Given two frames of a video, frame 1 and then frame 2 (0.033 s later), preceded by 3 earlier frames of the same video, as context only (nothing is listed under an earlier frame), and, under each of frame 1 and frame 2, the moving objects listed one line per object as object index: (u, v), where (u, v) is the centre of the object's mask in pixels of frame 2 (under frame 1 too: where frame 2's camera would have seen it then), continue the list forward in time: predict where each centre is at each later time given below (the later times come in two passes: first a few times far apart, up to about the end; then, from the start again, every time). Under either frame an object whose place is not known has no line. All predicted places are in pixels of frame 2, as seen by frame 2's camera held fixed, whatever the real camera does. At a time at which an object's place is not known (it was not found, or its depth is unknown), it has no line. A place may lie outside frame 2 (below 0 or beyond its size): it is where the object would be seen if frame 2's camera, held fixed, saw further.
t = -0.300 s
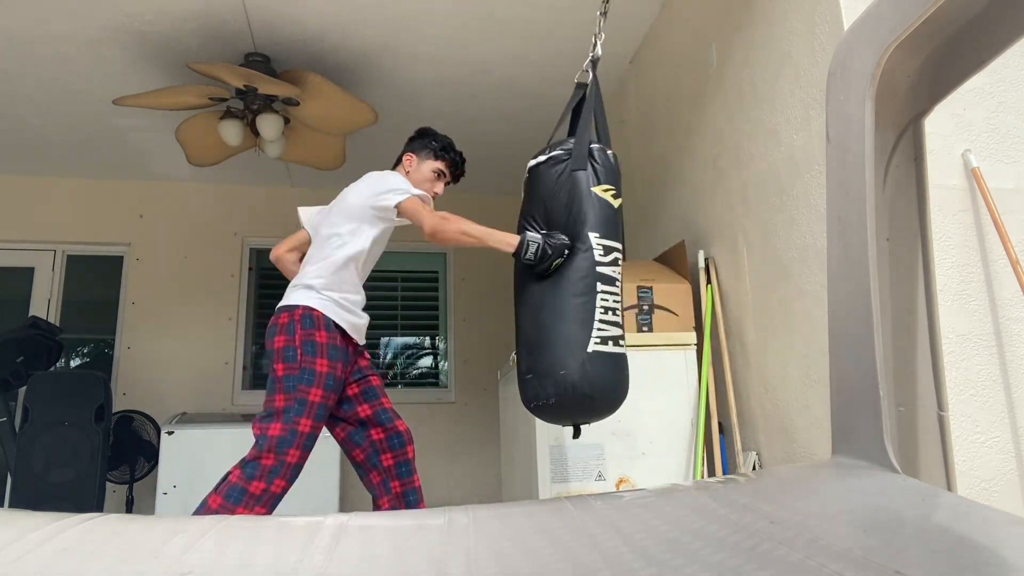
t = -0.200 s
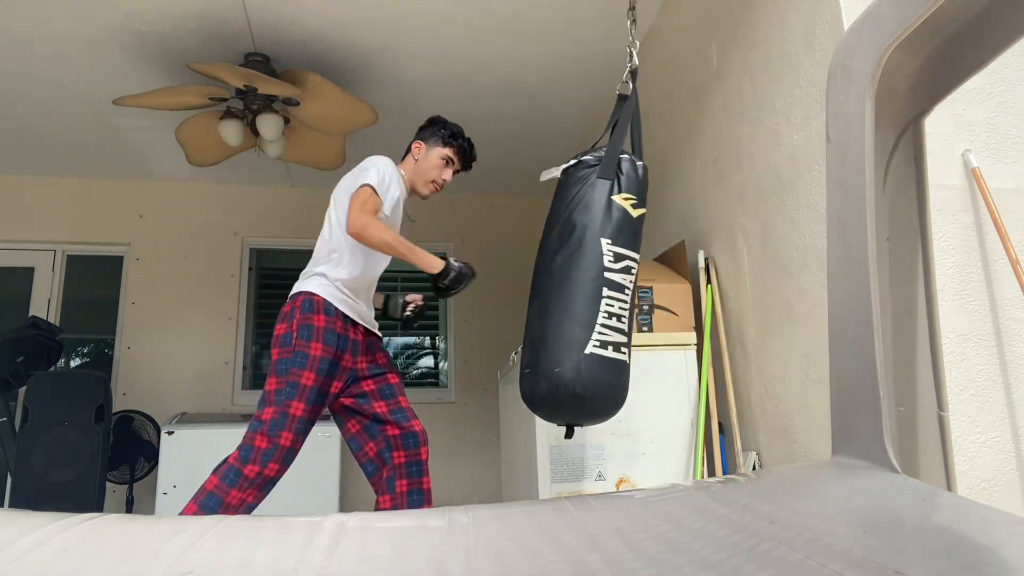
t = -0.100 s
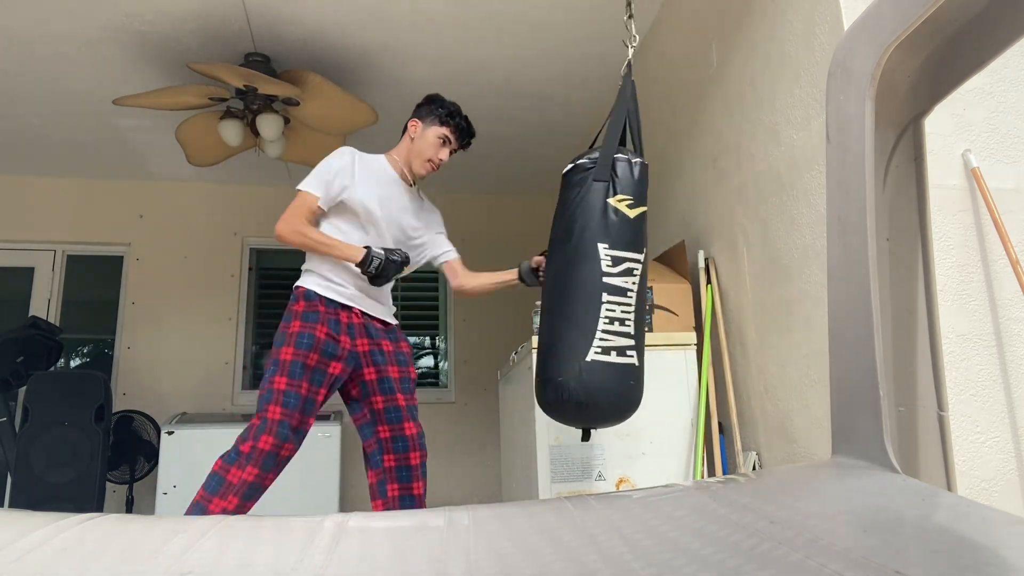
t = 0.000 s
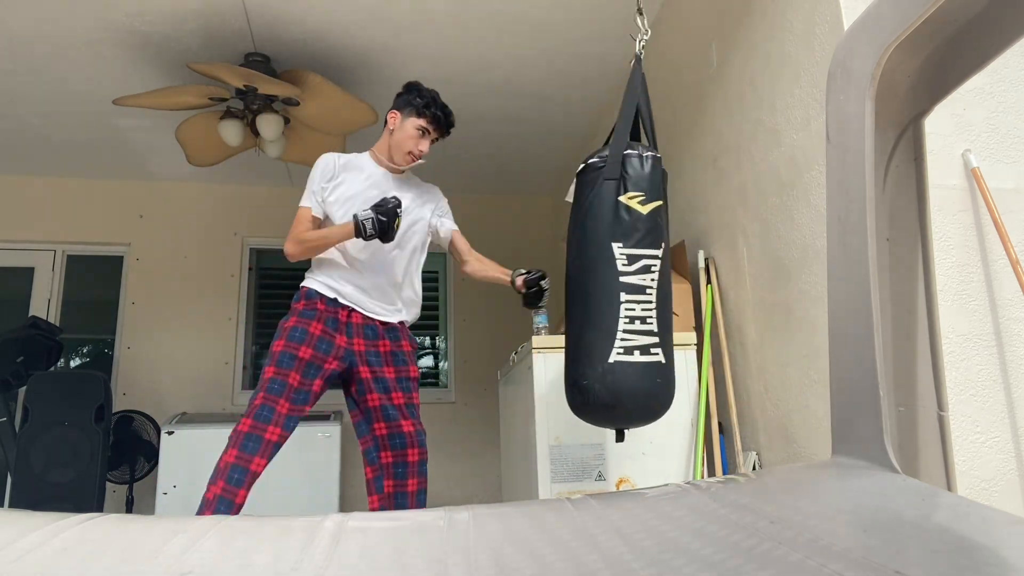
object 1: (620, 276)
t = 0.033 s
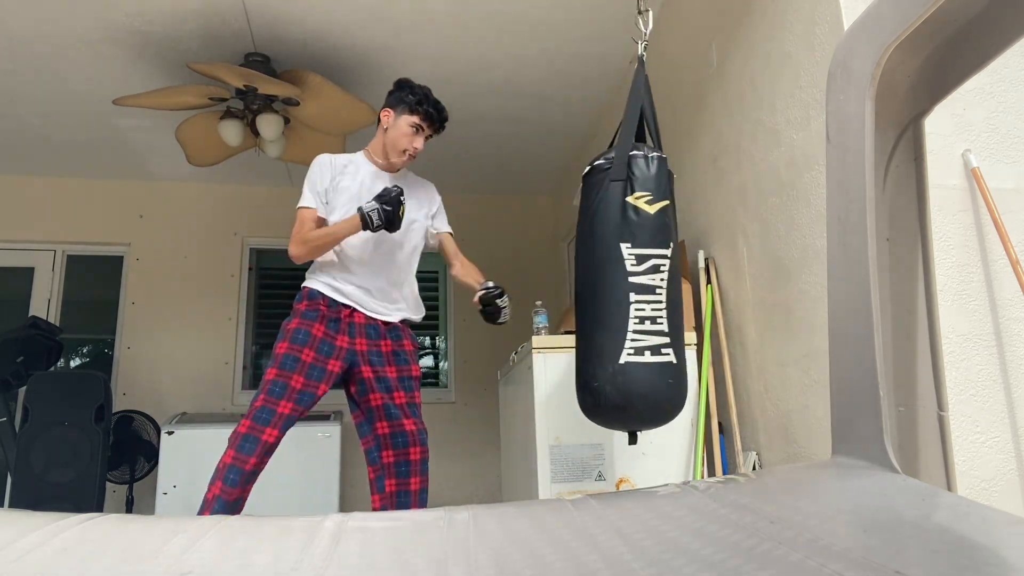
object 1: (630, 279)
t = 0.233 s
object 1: (692, 282)
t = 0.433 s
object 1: (751, 262)
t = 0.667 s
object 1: (775, 205)
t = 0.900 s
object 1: (768, 194)
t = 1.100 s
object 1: (753, 231)
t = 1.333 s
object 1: (689, 265)
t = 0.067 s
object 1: (639, 282)
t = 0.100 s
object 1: (649, 285)
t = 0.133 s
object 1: (659, 285)
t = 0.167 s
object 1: (669, 285)
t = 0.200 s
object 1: (680, 284)
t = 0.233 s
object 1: (692, 282)
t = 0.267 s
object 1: (704, 279)
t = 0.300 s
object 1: (715, 274)
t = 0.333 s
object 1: (727, 271)
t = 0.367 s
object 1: (737, 270)
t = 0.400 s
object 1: (745, 267)
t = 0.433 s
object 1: (751, 262)
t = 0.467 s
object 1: (754, 255)
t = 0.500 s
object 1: (757, 247)
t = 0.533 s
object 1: (761, 238)
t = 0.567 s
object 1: (764, 229)
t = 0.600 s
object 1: (768, 220)
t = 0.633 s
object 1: (772, 211)
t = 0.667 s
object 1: (775, 205)
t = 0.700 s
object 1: (776, 201)
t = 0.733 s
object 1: (775, 198)
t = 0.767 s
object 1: (773, 196)
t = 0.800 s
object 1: (771, 195)
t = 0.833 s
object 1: (769, 194)
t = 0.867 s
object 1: (769, 194)
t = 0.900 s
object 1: (768, 194)
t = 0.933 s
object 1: (769, 197)
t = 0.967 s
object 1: (769, 203)
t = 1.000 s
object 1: (767, 209)
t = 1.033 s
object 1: (764, 217)
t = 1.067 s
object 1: (759, 224)
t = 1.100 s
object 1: (753, 231)
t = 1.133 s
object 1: (747, 238)
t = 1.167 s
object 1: (739, 244)
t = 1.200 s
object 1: (732, 250)
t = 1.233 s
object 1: (723, 255)
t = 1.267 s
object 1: (712, 259)
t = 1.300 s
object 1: (701, 262)
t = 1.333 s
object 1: (689, 265)
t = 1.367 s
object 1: (676, 266)
